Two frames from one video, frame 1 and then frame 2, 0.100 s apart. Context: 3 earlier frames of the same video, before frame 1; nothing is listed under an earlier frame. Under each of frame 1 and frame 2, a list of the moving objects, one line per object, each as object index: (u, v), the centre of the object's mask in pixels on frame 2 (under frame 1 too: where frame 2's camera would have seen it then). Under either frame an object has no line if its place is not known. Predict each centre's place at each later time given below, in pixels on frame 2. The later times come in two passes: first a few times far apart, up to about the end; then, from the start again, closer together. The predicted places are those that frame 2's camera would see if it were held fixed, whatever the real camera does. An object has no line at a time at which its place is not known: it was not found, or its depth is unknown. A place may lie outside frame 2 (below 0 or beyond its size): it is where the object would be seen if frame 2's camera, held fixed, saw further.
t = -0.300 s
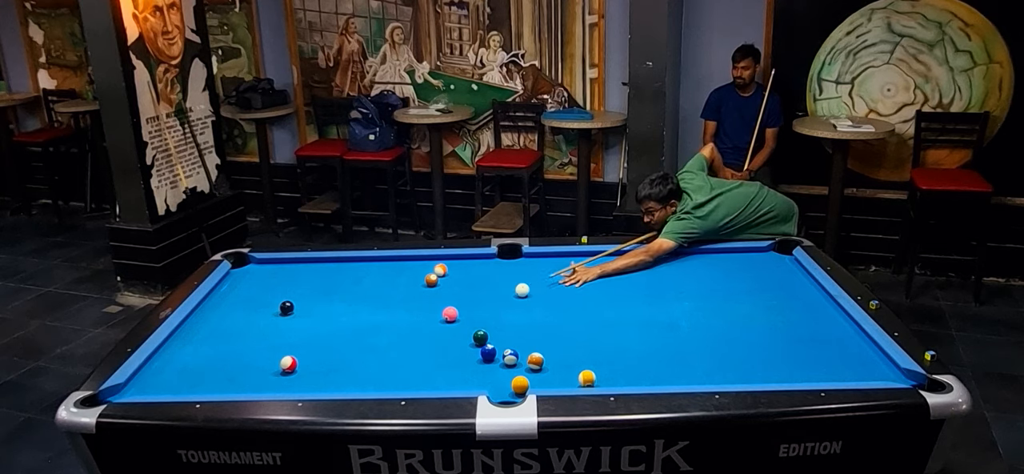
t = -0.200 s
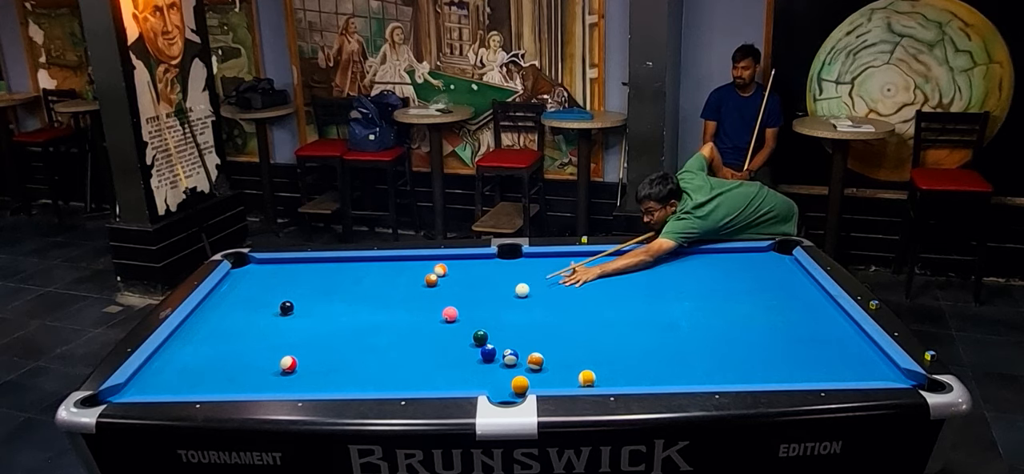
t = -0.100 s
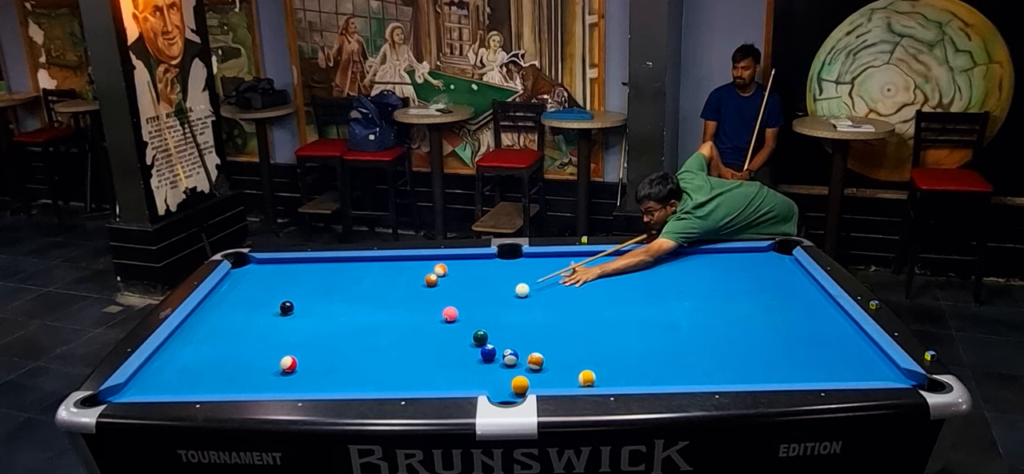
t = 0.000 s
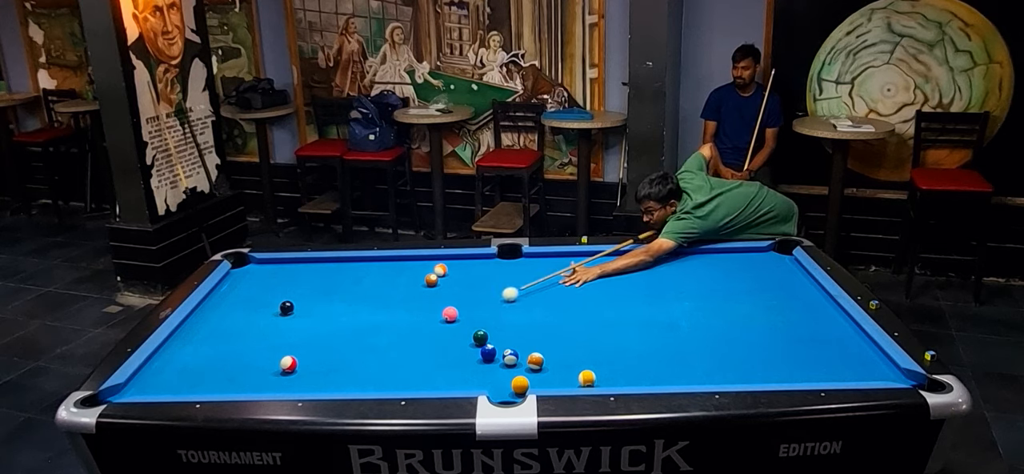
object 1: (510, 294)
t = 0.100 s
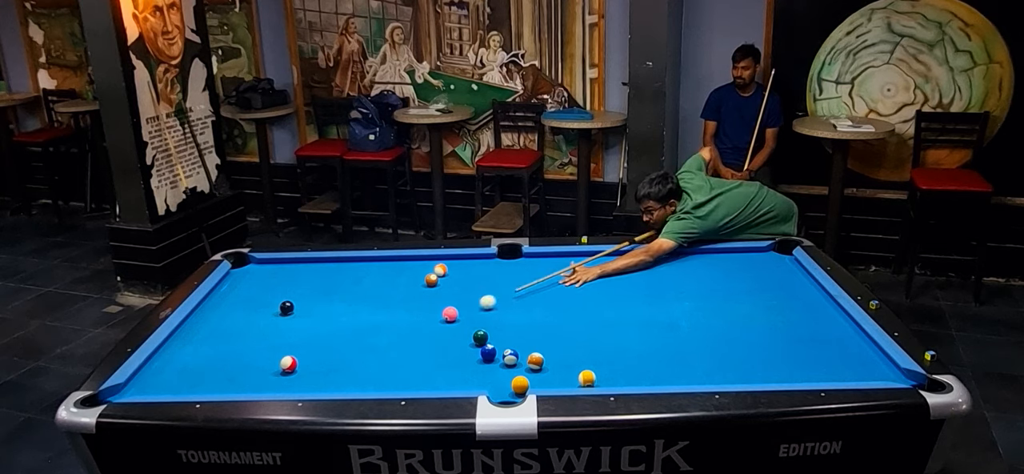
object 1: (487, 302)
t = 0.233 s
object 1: (464, 311)
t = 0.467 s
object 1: (456, 319)
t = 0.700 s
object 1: (448, 326)
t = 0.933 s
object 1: (440, 334)
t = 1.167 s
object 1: (432, 341)
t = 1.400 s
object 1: (424, 347)
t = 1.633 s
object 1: (417, 354)
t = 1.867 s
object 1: (411, 360)
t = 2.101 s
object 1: (406, 365)
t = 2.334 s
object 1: (401, 370)
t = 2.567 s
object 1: (397, 374)
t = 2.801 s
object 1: (394, 377)
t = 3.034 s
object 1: (391, 380)
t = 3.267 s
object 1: (389, 382)
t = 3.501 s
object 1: (388, 383)
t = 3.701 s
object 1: (387, 383)
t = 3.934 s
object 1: (387, 383)
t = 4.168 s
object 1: (387, 383)
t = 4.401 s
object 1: (387, 383)
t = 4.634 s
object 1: (387, 383)
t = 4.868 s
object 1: (387, 383)
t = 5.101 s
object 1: (387, 383)
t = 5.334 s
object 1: (387, 383)
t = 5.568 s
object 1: (387, 383)
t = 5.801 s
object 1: (387, 383)
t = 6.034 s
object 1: (387, 383)
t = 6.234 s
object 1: (387, 383)
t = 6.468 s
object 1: (387, 383)
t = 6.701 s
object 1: (387, 383)
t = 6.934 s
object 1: (387, 383)
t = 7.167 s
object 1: (387, 383)
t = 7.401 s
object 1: (387, 383)
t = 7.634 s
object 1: (387, 383)
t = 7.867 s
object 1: (387, 384)
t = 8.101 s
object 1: (387, 383)
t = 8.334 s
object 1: (387, 384)
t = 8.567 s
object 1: (387, 383)
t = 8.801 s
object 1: (387, 384)
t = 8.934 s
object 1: (387, 384)
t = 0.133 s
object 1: (479, 305)
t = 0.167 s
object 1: (472, 308)
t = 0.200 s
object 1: (464, 310)
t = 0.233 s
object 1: (464, 311)
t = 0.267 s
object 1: (463, 312)
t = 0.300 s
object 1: (463, 313)
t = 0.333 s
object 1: (461, 314)
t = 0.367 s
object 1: (460, 315)
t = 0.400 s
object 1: (459, 316)
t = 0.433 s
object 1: (457, 318)
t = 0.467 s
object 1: (456, 319)
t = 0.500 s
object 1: (455, 320)
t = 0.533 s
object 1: (454, 321)
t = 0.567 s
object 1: (453, 322)
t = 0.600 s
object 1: (451, 323)
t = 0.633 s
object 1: (450, 324)
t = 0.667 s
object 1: (449, 325)
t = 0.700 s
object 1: (448, 326)
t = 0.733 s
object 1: (447, 327)
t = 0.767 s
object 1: (445, 328)
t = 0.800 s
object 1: (444, 329)
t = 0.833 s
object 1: (443, 330)
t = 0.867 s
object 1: (442, 332)
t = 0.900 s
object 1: (441, 333)
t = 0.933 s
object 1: (440, 334)
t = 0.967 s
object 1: (438, 335)
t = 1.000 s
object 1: (437, 336)
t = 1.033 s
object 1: (436, 337)
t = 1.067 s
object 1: (435, 338)
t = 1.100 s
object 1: (434, 339)
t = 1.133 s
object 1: (433, 340)
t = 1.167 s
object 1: (432, 341)
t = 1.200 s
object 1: (431, 341)
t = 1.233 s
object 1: (429, 343)
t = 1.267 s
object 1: (428, 344)
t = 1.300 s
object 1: (427, 344)
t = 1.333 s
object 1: (426, 346)
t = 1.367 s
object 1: (425, 346)
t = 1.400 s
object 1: (424, 347)
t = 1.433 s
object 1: (423, 348)
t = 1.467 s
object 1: (422, 350)
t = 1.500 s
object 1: (421, 350)
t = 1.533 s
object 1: (420, 351)
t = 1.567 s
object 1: (419, 352)
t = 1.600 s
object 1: (418, 353)
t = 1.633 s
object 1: (417, 354)
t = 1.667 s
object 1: (416, 355)
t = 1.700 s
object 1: (416, 355)
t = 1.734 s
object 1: (415, 356)
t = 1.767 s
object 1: (414, 357)
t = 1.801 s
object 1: (413, 358)
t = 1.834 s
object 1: (412, 359)
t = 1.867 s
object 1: (411, 360)
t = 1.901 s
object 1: (410, 360)
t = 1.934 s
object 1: (409, 361)
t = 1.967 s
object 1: (409, 362)
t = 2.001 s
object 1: (408, 363)
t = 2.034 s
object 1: (407, 363)
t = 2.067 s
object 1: (406, 364)
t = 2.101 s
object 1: (406, 365)
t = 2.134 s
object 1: (405, 366)
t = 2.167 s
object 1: (404, 366)
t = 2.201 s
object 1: (404, 367)
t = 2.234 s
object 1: (403, 368)
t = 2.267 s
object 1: (402, 369)
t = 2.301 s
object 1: (401, 369)
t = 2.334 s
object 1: (401, 370)
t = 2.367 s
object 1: (400, 371)
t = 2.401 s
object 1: (400, 371)
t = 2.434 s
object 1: (399, 372)
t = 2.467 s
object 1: (399, 372)
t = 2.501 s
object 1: (398, 373)
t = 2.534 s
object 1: (397, 374)
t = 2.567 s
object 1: (397, 374)
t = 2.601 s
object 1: (396, 374)
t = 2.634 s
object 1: (396, 375)
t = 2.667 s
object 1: (396, 375)
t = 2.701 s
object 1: (395, 376)
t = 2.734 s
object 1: (395, 377)
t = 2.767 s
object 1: (394, 377)
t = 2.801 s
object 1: (394, 377)
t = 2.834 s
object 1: (393, 377)
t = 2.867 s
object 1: (393, 378)
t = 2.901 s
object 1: (393, 379)
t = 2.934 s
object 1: (392, 379)
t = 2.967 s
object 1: (392, 380)
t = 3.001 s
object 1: (391, 380)
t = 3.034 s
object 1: (391, 380)
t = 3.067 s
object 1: (391, 381)
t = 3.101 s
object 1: (390, 381)
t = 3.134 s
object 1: (390, 381)
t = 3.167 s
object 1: (390, 381)
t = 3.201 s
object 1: (390, 382)
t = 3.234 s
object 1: (389, 382)
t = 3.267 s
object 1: (389, 382)
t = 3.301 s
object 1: (389, 382)
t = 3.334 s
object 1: (389, 382)
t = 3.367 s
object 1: (388, 382)
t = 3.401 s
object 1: (388, 383)
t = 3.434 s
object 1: (388, 383)
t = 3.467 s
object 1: (388, 383)
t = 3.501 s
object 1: (388, 383)
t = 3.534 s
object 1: (387, 383)
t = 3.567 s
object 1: (387, 383)
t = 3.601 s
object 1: (387, 383)
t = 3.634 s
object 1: (387, 383)
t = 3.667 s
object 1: (387, 383)
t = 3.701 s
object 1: (387, 383)
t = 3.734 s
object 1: (387, 383)
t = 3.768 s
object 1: (387, 383)
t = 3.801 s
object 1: (387, 384)
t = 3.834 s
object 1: (387, 383)
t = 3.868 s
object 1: (387, 383)
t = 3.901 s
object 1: (387, 384)
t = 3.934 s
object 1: (387, 383)
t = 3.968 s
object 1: (387, 383)
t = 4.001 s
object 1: (387, 383)
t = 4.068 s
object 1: (387, 383)
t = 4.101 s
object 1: (387, 383)
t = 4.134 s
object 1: (387, 383)
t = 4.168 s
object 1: (387, 383)
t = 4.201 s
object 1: (387, 383)
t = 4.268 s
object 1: (387, 383)
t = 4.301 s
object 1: (387, 383)
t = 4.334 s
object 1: (387, 383)
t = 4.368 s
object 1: (387, 383)
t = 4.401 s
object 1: (387, 383)
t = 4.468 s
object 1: (387, 383)
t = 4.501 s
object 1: (387, 383)
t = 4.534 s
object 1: (387, 383)
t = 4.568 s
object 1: (387, 383)
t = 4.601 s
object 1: (387, 383)
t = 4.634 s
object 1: (387, 383)
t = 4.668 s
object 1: (387, 383)
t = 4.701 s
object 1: (387, 383)
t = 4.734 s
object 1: (387, 383)
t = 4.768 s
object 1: (387, 383)
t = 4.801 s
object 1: (387, 383)
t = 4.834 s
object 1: (387, 383)
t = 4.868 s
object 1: (387, 383)
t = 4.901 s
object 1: (387, 383)
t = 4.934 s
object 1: (387, 384)
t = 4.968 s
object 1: (387, 383)
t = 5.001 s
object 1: (387, 384)
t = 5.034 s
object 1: (387, 383)
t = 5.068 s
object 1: (387, 383)
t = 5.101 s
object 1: (387, 383)
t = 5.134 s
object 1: (387, 383)
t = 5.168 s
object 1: (387, 383)
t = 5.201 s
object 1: (387, 383)
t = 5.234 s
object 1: (387, 383)
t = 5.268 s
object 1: (387, 383)
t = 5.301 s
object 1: (387, 383)
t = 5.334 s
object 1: (387, 383)
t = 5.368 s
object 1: (387, 383)
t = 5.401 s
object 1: (387, 383)
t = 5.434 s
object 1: (387, 383)
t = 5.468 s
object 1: (387, 383)
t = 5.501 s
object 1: (387, 383)
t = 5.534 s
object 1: (387, 383)
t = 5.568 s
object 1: (387, 383)
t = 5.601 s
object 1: (387, 383)
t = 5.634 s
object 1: (387, 383)
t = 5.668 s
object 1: (387, 383)
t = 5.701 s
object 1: (387, 383)
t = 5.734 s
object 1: (387, 383)
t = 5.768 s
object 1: (387, 383)
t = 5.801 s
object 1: (387, 383)
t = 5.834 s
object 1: (387, 383)
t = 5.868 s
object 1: (387, 383)
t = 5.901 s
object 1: (387, 383)
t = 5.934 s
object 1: (387, 383)
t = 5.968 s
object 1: (387, 383)
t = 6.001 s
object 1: (387, 383)
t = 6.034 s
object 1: (387, 383)
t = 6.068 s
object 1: (387, 383)
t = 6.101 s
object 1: (387, 383)
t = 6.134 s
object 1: (387, 383)
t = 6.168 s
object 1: (387, 383)
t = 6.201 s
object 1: (387, 383)
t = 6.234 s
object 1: (387, 383)
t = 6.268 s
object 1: (387, 383)
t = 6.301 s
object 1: (387, 383)
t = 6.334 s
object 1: (387, 383)
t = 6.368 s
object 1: (387, 383)
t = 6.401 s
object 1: (387, 383)
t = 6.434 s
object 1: (387, 383)
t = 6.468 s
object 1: (387, 383)
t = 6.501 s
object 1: (387, 383)
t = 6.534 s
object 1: (387, 383)
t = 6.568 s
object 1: (387, 383)
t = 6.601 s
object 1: (387, 383)
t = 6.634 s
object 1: (387, 383)
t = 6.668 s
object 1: (387, 383)
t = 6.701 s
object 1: (387, 383)
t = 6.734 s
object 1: (387, 383)
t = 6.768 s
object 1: (387, 383)
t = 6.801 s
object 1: (387, 383)
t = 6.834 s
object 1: (387, 383)
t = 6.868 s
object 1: (387, 383)
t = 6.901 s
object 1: (387, 383)
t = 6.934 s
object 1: (387, 383)
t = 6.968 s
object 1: (387, 383)
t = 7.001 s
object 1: (387, 383)
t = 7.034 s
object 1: (387, 383)
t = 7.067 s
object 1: (387, 383)
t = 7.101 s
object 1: (387, 383)
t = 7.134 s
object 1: (387, 383)
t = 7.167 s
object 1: (387, 383)
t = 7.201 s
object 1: (387, 383)
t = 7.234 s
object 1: (387, 383)
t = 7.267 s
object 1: (387, 383)
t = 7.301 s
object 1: (387, 383)
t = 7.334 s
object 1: (387, 383)
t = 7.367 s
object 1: (387, 383)
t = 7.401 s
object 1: (387, 383)
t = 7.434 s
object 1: (387, 383)
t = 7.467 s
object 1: (387, 384)
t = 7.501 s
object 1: (387, 384)
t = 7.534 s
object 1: (387, 384)
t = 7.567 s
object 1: (387, 383)
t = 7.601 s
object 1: (387, 383)
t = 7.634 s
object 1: (387, 383)
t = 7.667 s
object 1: (387, 383)
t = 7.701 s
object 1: (387, 384)
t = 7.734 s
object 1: (387, 383)
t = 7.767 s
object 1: (387, 384)
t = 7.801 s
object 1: (387, 384)
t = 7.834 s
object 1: (387, 384)
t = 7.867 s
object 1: (387, 384)
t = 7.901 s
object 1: (387, 384)
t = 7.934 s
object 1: (387, 384)
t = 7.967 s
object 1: (387, 383)
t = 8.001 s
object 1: (387, 384)
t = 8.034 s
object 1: (387, 384)
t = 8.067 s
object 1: (387, 384)
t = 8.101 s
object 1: (387, 383)
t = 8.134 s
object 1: (387, 383)
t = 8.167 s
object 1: (387, 383)
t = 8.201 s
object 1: (387, 383)
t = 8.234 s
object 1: (387, 384)
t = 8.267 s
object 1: (387, 383)
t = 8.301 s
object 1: (387, 383)
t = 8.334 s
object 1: (387, 384)
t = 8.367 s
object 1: (387, 384)
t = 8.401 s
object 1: (387, 383)
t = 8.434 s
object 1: (387, 383)
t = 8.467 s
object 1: (387, 384)
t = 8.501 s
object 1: (387, 384)
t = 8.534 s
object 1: (387, 383)
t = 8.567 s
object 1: (387, 383)
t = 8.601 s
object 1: (387, 383)
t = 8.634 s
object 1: (387, 383)
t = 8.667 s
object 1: (387, 384)
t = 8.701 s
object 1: (387, 383)
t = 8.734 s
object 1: (387, 384)
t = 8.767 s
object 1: (387, 383)
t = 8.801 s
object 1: (387, 384)
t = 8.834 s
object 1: (387, 384)
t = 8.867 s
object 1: (387, 384)
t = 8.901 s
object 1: (387, 384)
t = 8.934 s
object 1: (387, 384)
